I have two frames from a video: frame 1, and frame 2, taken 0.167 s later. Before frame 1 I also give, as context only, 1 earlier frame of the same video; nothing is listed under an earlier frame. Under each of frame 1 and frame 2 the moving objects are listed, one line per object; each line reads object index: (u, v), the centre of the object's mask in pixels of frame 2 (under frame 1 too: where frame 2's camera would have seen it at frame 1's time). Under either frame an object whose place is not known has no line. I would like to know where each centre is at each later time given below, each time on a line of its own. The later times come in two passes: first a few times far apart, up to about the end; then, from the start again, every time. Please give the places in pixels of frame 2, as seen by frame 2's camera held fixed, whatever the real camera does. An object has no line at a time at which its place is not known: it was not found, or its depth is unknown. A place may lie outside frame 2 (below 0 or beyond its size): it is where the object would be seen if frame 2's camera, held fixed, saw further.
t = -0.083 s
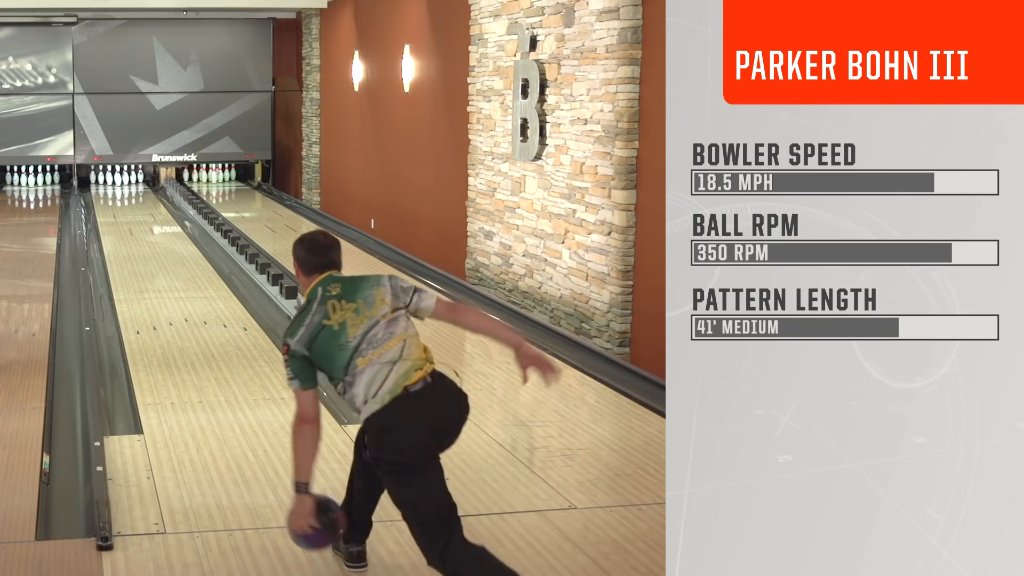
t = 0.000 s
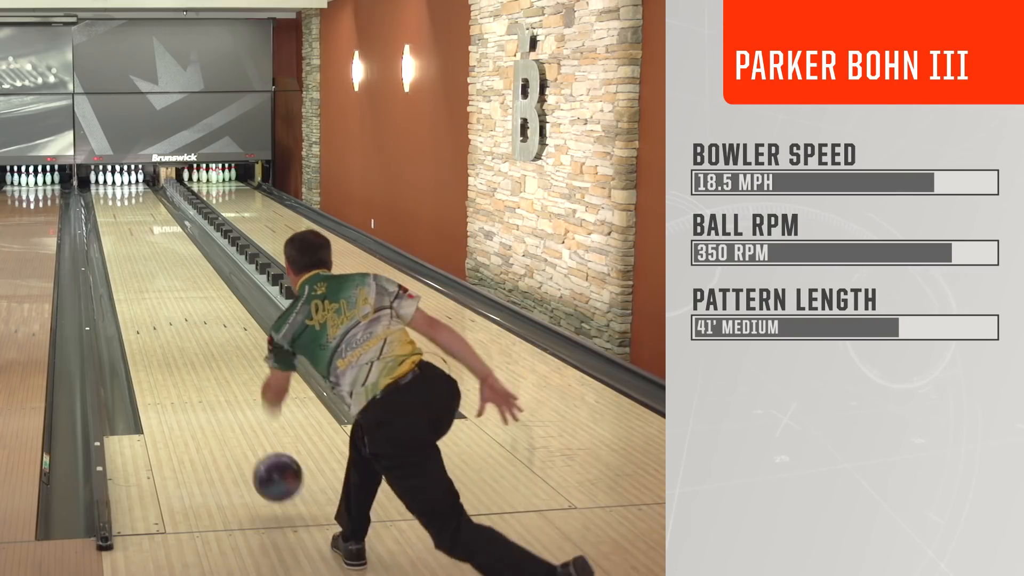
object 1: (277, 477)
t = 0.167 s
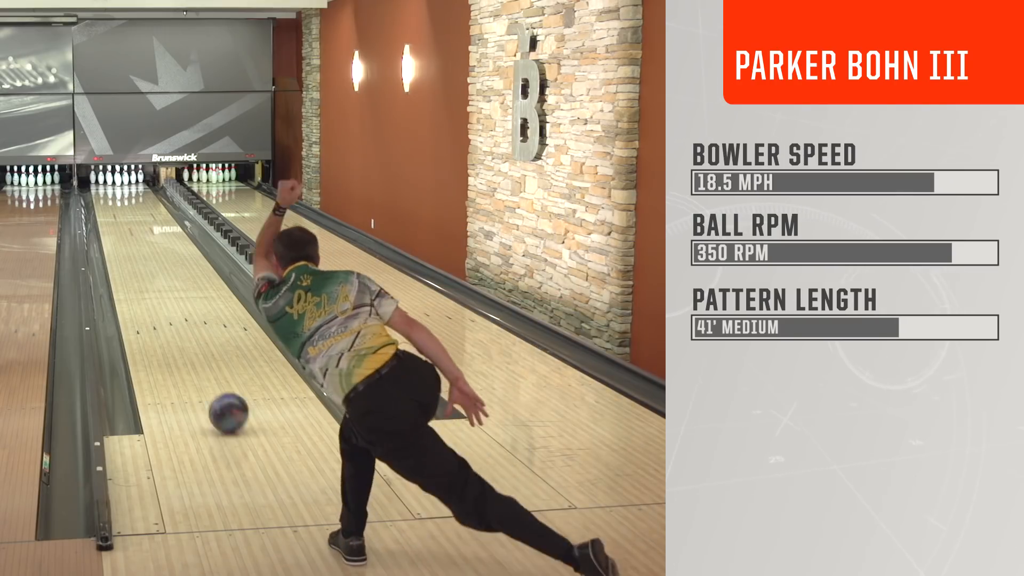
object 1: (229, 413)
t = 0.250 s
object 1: (211, 383)
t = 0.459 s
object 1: (179, 329)
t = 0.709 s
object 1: (153, 285)
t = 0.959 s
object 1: (136, 254)
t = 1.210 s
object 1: (124, 232)
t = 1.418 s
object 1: (116, 218)
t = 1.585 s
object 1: (112, 209)
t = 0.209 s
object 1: (219, 398)
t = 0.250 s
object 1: (211, 383)
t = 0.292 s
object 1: (203, 371)
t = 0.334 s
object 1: (196, 359)
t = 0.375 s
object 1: (190, 348)
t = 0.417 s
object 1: (184, 338)
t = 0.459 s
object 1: (179, 329)
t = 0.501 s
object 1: (173, 320)
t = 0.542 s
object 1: (169, 312)
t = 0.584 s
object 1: (164, 305)
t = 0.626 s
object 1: (160, 298)
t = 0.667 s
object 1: (157, 292)
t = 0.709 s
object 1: (153, 285)
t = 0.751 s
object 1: (150, 279)
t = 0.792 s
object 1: (147, 274)
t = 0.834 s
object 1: (144, 269)
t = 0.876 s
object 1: (141, 263)
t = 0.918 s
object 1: (138, 259)
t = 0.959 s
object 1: (136, 254)
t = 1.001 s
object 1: (134, 250)
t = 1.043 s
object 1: (132, 246)
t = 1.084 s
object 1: (129, 242)
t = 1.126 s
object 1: (128, 239)
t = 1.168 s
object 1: (126, 235)
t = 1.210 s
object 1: (124, 232)
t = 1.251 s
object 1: (122, 229)
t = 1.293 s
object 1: (121, 226)
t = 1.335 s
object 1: (119, 223)
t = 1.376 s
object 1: (118, 221)
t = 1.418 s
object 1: (116, 218)
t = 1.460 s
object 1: (115, 216)
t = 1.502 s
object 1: (114, 213)
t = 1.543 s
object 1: (113, 211)
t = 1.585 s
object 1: (112, 209)
